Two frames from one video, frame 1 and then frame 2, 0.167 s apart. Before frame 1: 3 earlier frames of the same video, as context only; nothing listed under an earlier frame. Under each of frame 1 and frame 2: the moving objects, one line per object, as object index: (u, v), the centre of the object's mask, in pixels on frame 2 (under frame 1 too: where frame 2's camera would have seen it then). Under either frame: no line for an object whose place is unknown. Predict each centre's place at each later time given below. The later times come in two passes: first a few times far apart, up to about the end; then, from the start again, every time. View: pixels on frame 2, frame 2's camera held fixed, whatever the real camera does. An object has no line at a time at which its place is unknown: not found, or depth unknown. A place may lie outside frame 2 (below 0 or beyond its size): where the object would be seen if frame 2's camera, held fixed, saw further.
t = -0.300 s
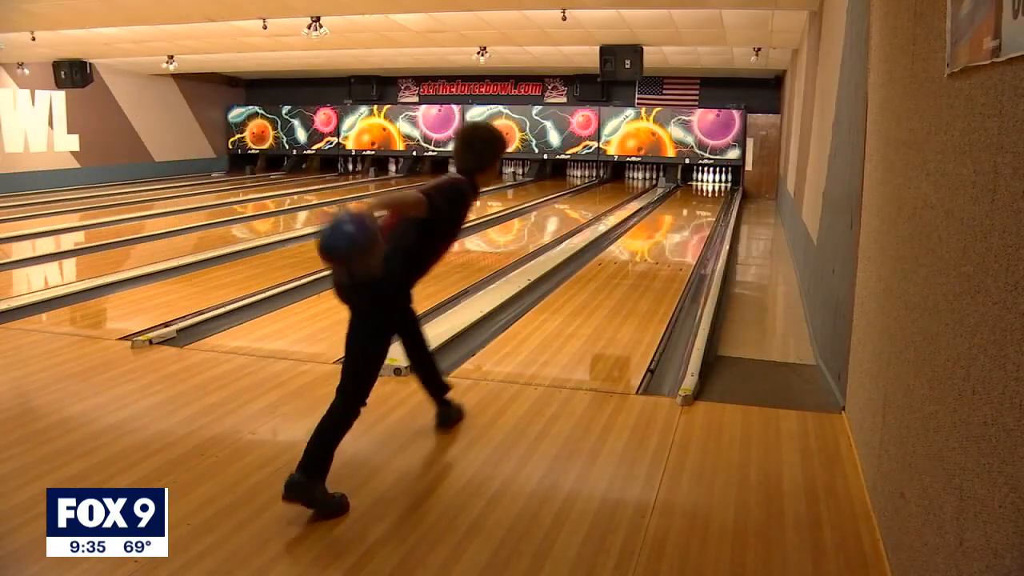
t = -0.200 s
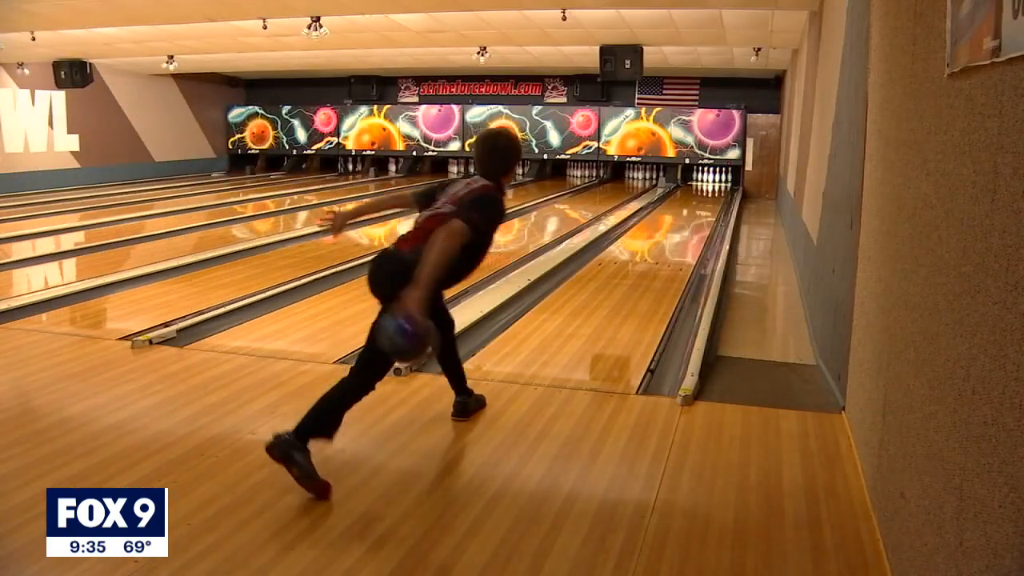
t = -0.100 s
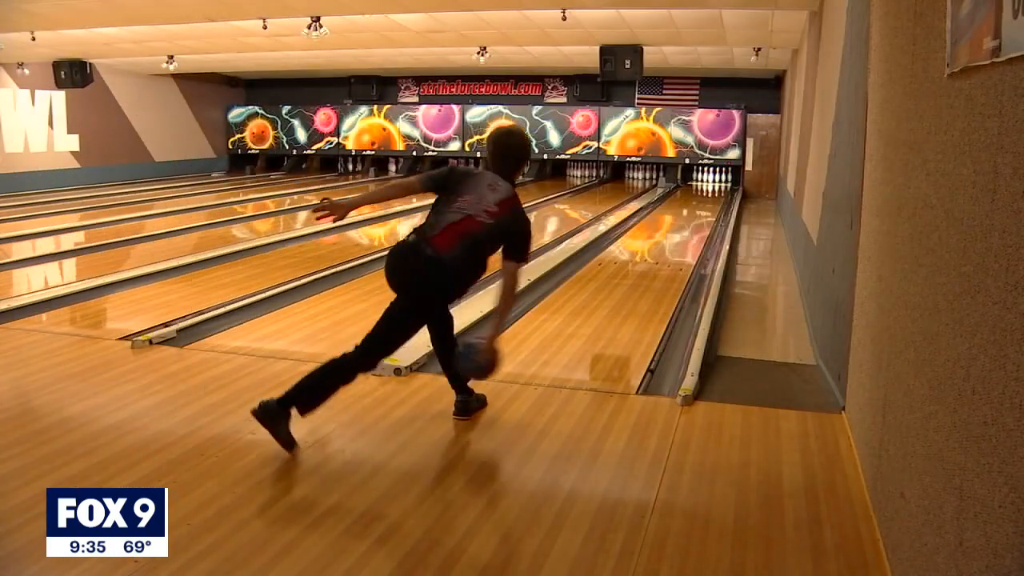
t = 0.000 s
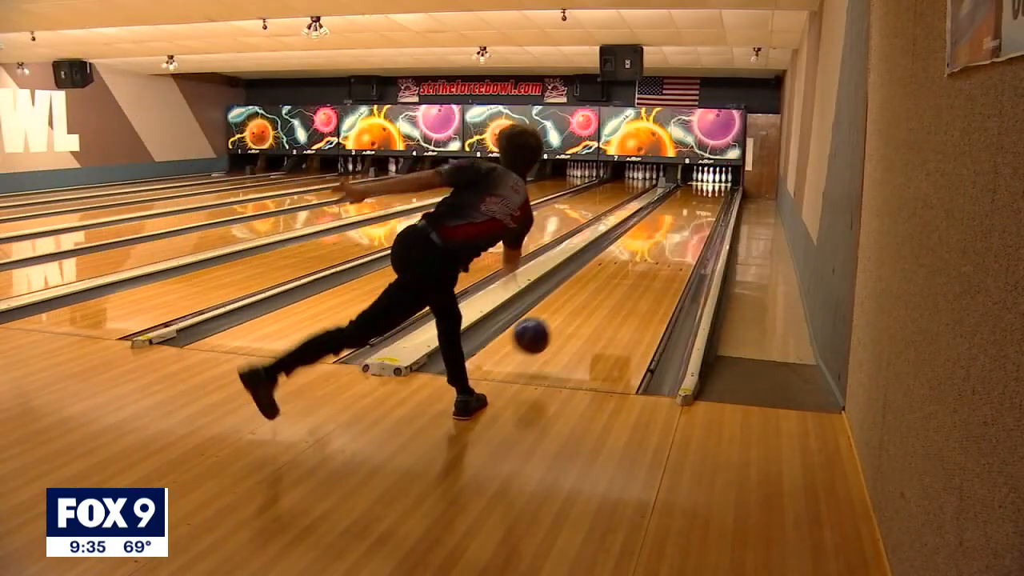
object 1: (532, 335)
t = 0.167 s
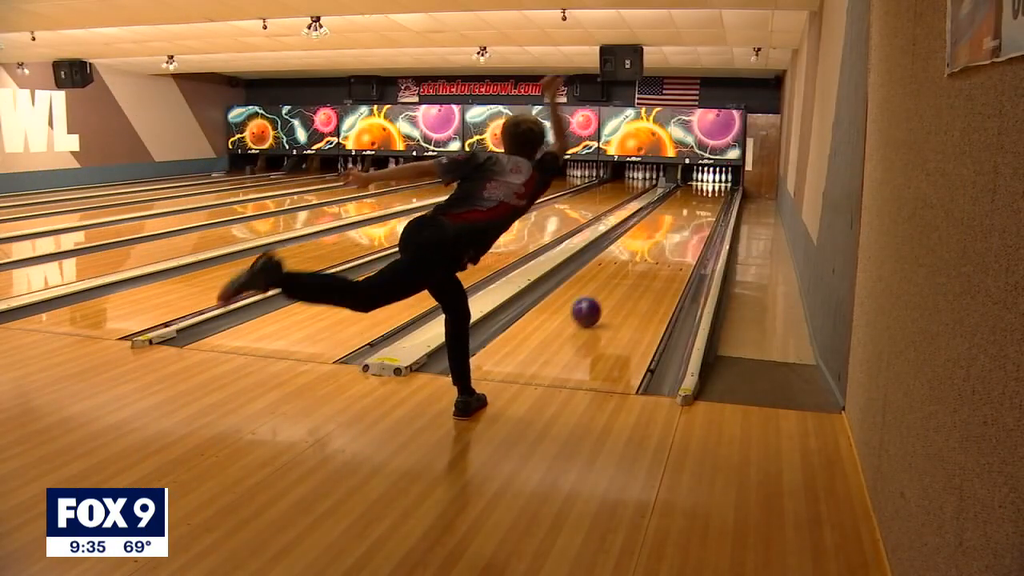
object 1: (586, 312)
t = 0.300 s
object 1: (617, 287)
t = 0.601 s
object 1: (661, 249)
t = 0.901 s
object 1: (688, 226)
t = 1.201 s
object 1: (704, 211)
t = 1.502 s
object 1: (714, 199)
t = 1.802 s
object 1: (718, 191)
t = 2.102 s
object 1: (717, 185)
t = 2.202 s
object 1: (716, 185)
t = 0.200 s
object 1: (595, 305)
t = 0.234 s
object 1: (603, 299)
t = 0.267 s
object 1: (610, 293)
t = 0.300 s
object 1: (617, 287)
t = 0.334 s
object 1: (623, 282)
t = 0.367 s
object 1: (629, 277)
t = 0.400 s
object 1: (634, 272)
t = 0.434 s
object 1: (640, 268)
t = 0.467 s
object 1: (644, 263)
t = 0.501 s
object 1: (648, 260)
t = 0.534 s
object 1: (653, 256)
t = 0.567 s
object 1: (657, 253)
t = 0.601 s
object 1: (661, 249)
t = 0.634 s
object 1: (665, 246)
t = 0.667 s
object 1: (668, 244)
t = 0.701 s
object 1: (671, 241)
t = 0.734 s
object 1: (674, 238)
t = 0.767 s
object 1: (677, 236)
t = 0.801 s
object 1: (680, 233)
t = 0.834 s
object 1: (683, 231)
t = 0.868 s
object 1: (685, 228)
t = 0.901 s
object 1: (688, 226)
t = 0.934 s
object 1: (690, 225)
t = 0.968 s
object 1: (692, 223)
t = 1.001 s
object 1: (694, 221)
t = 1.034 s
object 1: (696, 219)
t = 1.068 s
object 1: (698, 217)
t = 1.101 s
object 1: (700, 215)
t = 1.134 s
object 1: (701, 214)
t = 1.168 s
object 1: (703, 212)
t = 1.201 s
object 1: (704, 211)
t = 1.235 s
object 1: (706, 210)
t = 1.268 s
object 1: (707, 208)
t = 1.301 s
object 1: (709, 206)
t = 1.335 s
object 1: (710, 205)
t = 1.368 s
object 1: (710, 204)
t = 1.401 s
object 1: (711, 203)
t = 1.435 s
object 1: (713, 202)
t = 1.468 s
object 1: (713, 201)
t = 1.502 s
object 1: (714, 199)
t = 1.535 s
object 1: (714, 198)
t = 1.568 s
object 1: (715, 198)
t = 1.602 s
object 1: (718, 196)
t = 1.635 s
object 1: (717, 196)
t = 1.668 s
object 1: (717, 195)
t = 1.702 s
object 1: (717, 193)
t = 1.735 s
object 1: (718, 193)
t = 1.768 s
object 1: (717, 192)
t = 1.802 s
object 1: (718, 191)
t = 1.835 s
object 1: (717, 191)
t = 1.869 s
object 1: (718, 191)
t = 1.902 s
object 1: (718, 190)
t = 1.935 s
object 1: (718, 189)
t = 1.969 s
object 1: (718, 188)
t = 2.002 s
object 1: (718, 188)
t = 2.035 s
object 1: (718, 188)
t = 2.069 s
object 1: (717, 187)
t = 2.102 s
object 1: (717, 185)
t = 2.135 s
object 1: (717, 185)
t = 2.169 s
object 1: (717, 185)
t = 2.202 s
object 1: (716, 185)
